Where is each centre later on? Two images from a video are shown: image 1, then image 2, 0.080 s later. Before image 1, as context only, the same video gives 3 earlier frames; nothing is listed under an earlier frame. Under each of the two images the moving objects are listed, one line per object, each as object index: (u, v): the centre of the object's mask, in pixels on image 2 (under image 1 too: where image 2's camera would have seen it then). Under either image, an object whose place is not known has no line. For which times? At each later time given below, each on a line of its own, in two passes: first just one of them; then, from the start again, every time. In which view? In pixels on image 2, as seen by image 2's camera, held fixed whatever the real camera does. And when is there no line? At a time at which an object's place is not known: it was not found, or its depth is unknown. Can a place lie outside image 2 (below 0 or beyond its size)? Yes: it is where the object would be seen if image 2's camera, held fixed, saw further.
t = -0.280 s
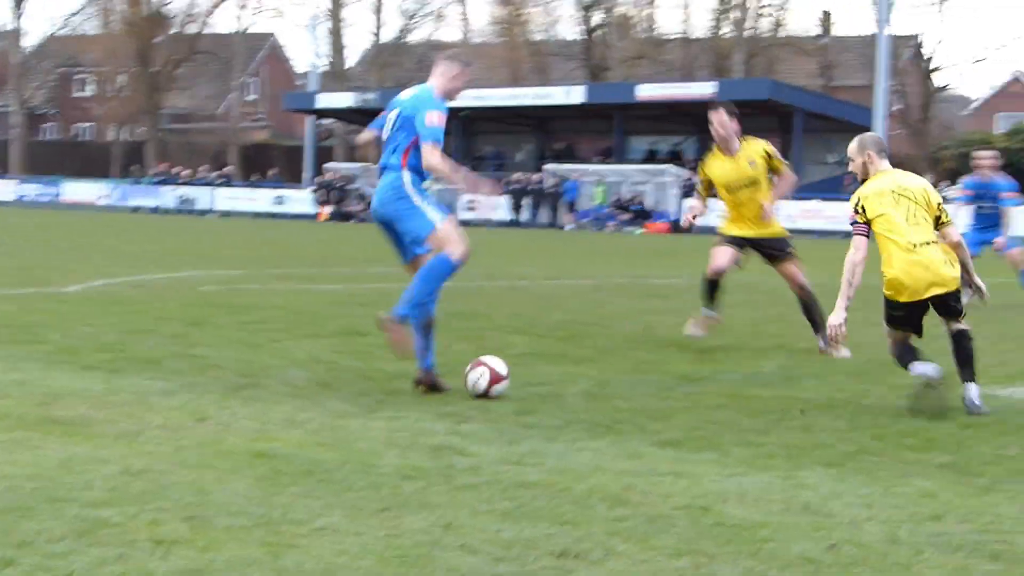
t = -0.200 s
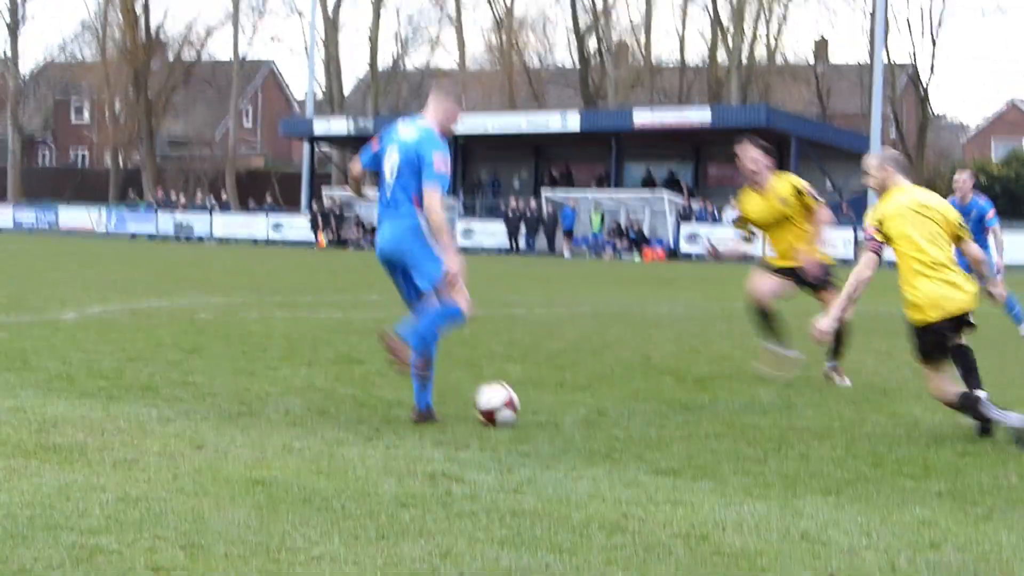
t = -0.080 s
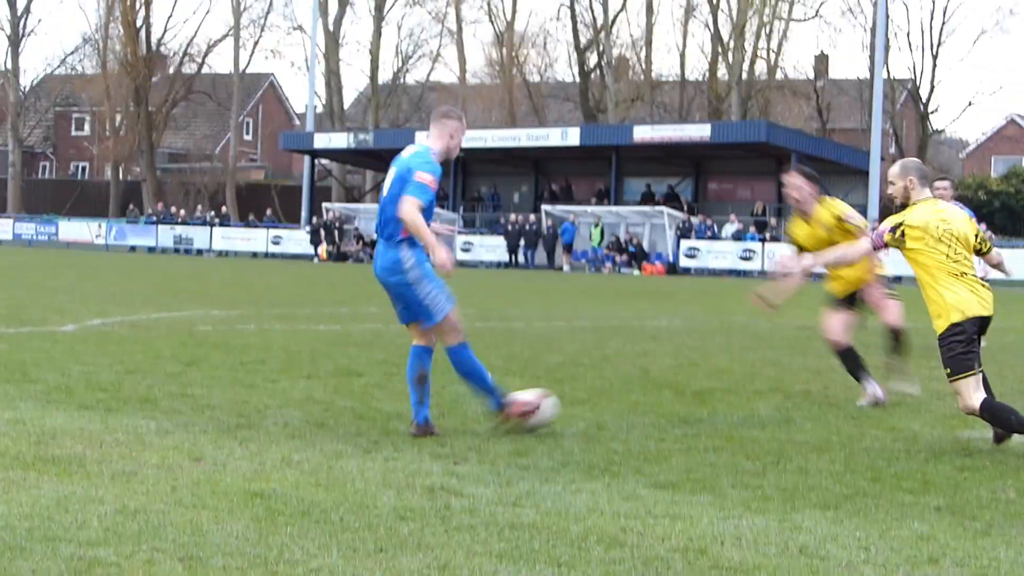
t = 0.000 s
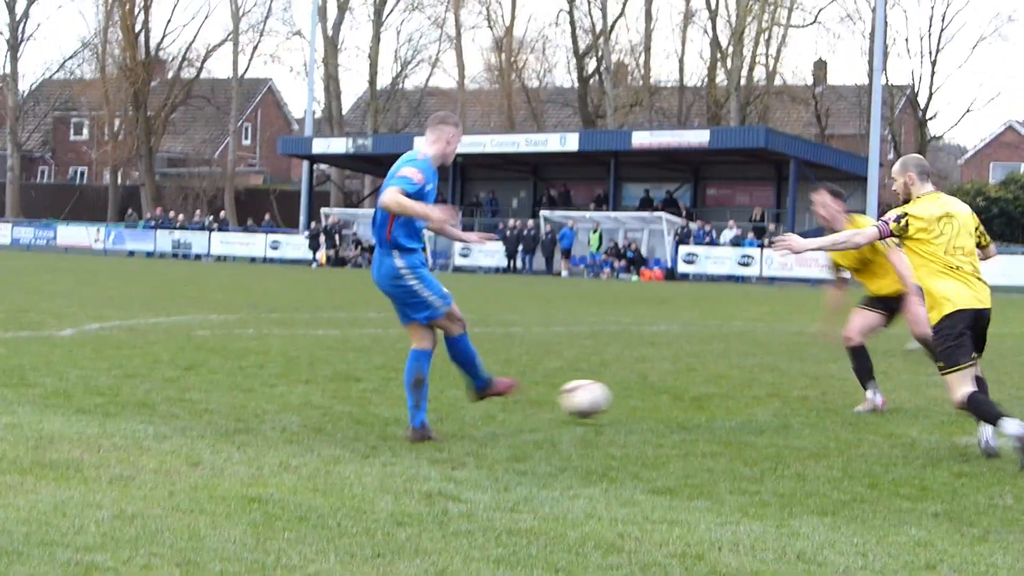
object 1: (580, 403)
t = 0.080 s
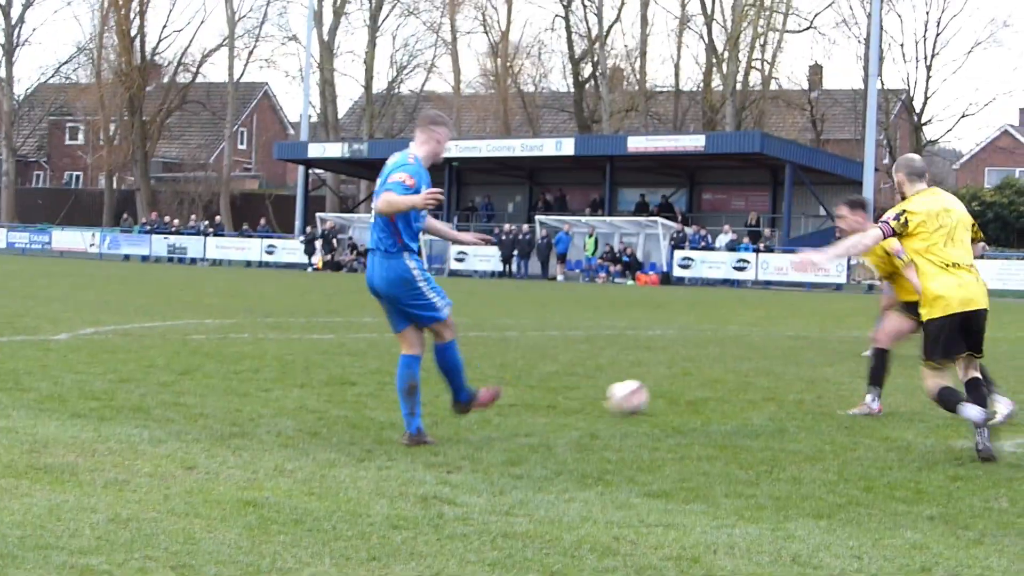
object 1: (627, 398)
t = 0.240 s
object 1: (689, 372)
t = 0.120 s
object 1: (646, 388)
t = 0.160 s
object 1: (660, 379)
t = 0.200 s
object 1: (675, 374)
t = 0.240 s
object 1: (689, 372)
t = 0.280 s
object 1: (701, 372)
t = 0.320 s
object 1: (711, 373)
